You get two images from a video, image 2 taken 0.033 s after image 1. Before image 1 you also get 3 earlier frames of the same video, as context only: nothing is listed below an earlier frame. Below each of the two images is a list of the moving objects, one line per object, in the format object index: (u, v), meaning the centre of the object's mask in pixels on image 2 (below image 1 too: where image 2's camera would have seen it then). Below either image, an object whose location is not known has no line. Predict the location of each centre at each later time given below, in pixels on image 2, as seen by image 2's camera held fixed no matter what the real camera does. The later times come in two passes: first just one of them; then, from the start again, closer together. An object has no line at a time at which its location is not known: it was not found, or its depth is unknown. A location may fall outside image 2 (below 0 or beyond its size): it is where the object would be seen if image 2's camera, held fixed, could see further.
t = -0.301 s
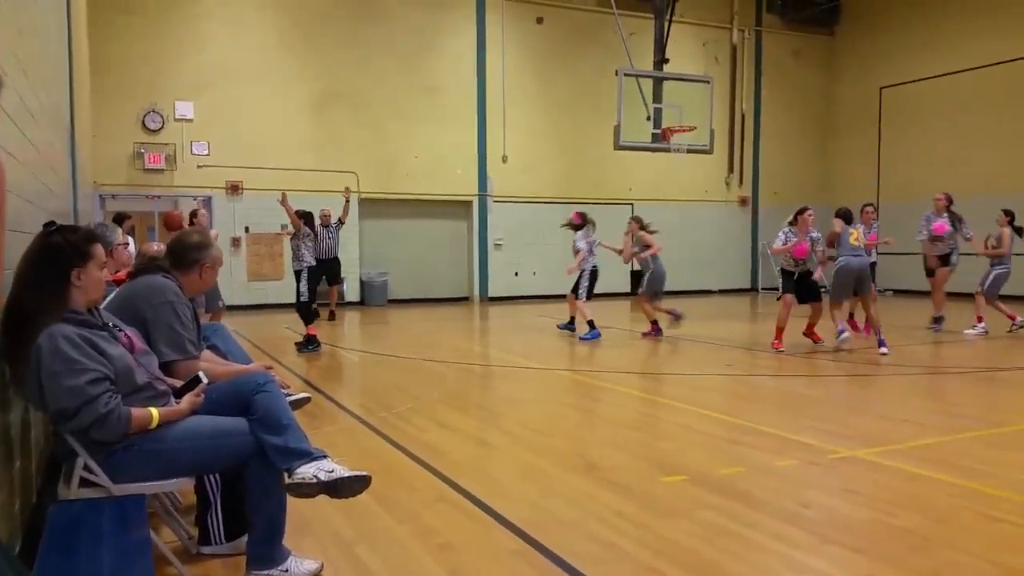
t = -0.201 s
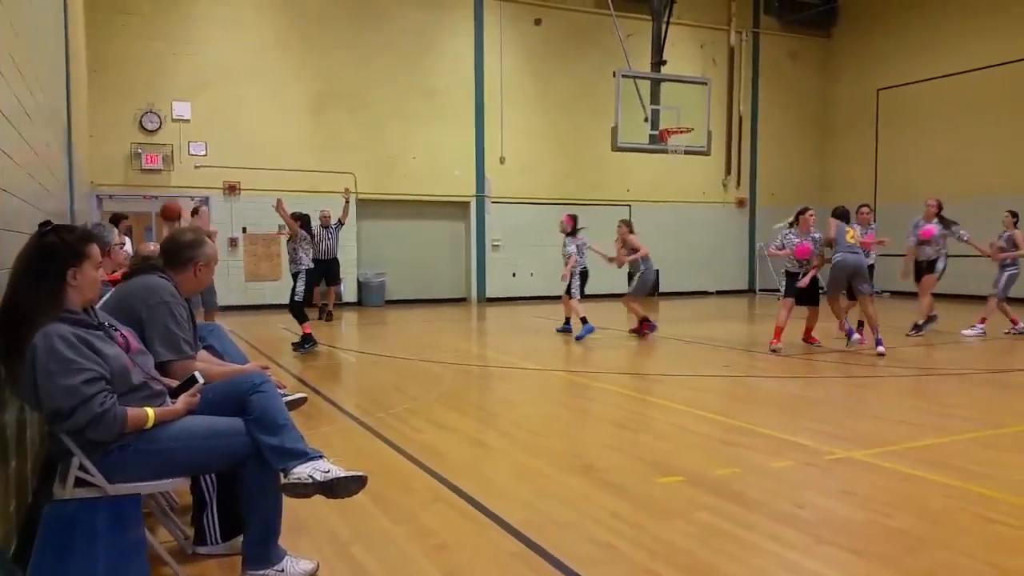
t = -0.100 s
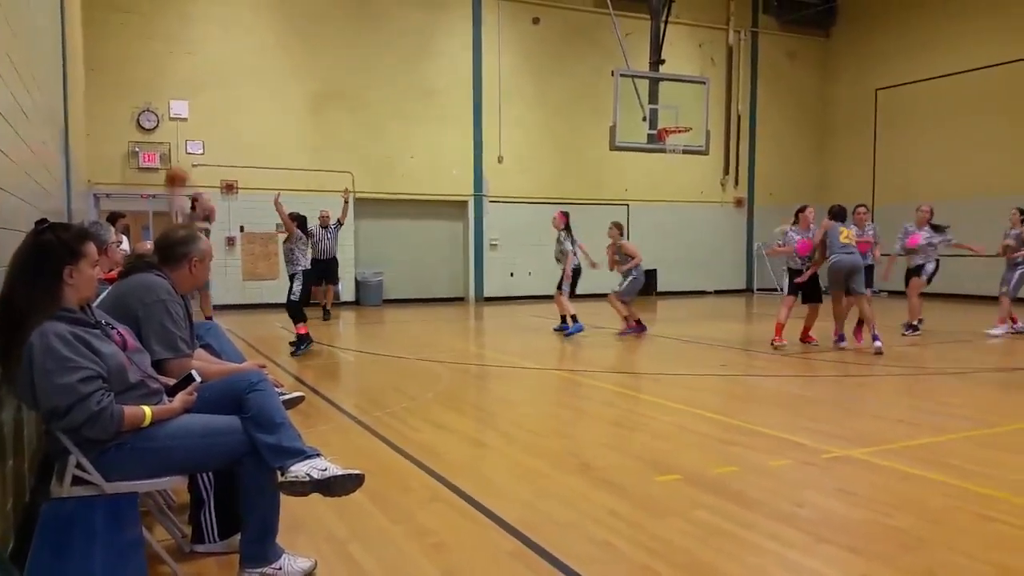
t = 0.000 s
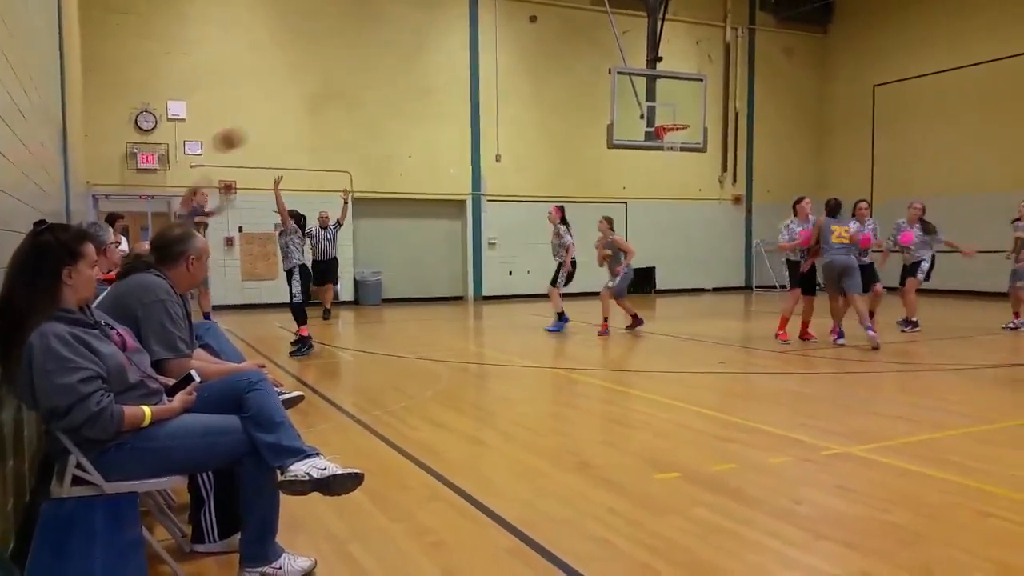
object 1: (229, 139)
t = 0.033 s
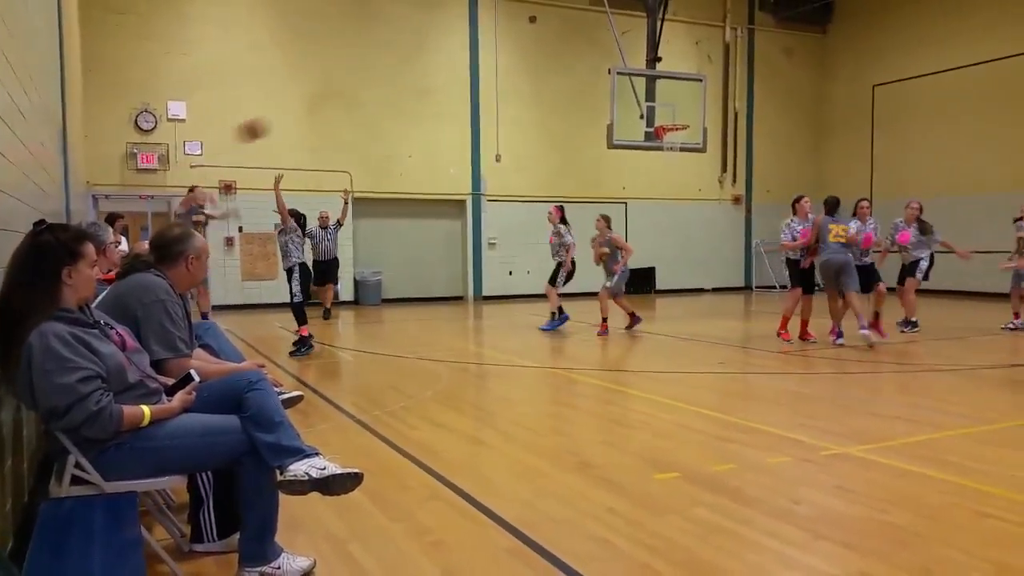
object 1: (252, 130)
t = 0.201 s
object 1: (381, 91)
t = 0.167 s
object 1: (353, 98)
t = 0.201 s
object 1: (381, 91)
